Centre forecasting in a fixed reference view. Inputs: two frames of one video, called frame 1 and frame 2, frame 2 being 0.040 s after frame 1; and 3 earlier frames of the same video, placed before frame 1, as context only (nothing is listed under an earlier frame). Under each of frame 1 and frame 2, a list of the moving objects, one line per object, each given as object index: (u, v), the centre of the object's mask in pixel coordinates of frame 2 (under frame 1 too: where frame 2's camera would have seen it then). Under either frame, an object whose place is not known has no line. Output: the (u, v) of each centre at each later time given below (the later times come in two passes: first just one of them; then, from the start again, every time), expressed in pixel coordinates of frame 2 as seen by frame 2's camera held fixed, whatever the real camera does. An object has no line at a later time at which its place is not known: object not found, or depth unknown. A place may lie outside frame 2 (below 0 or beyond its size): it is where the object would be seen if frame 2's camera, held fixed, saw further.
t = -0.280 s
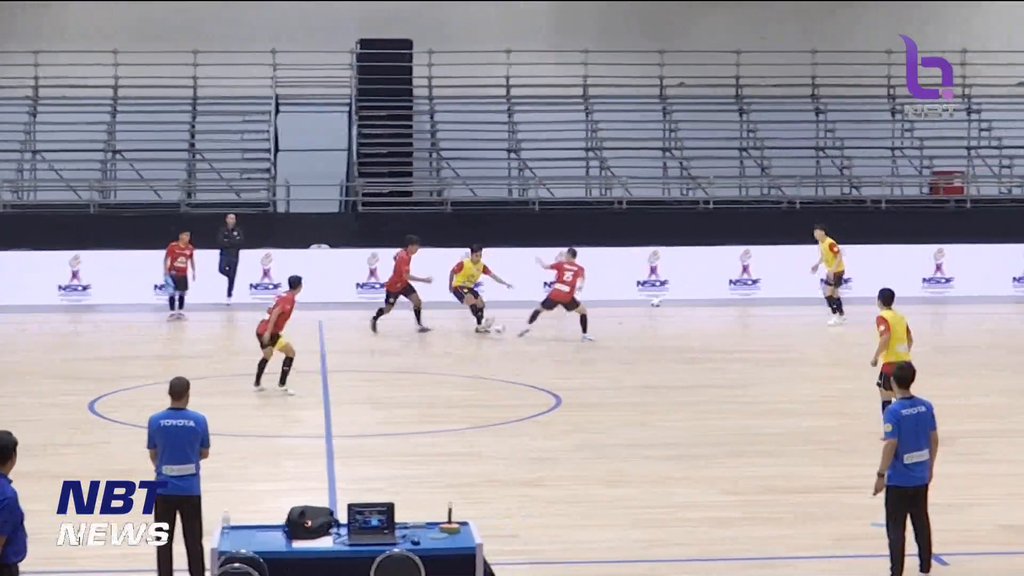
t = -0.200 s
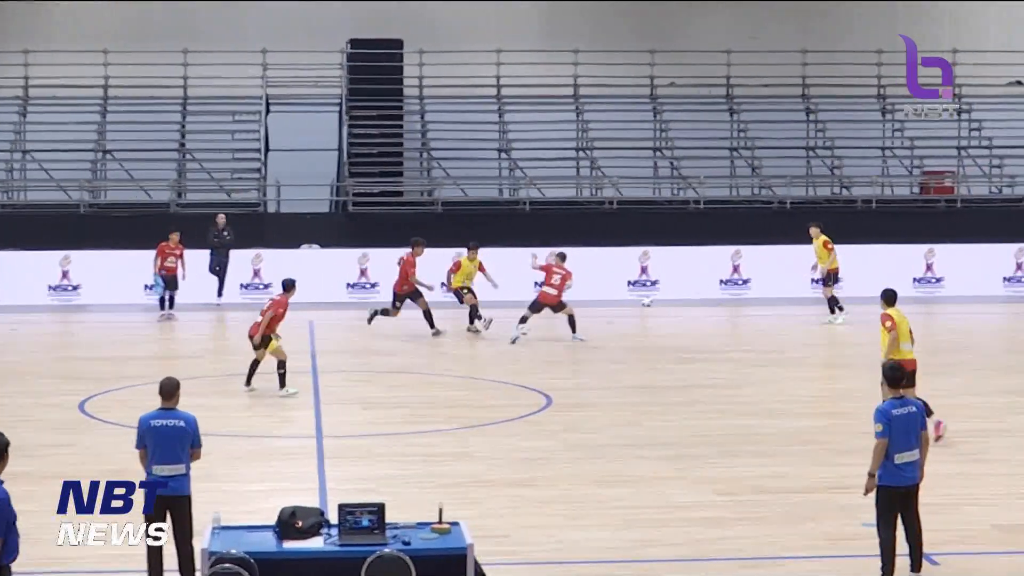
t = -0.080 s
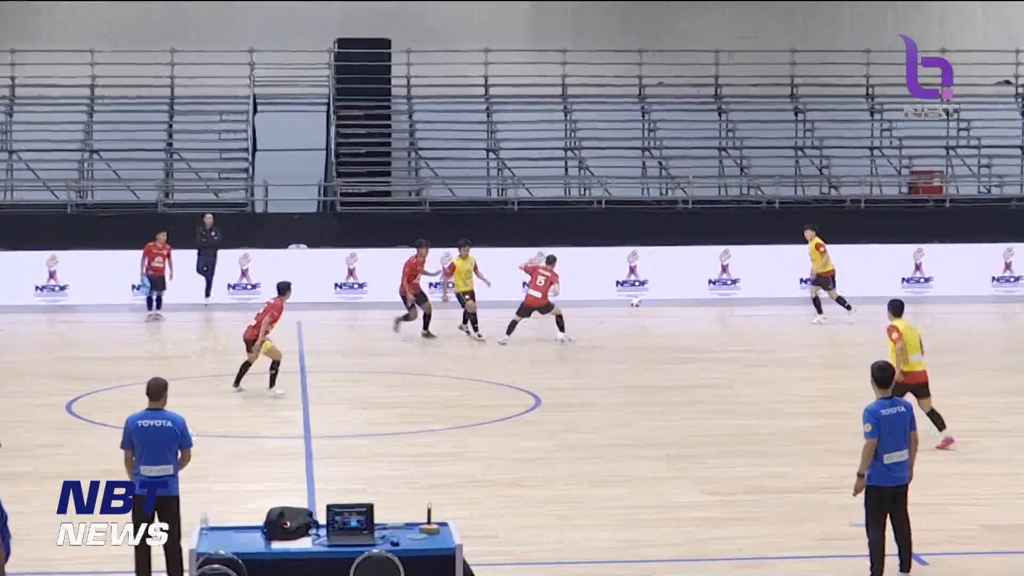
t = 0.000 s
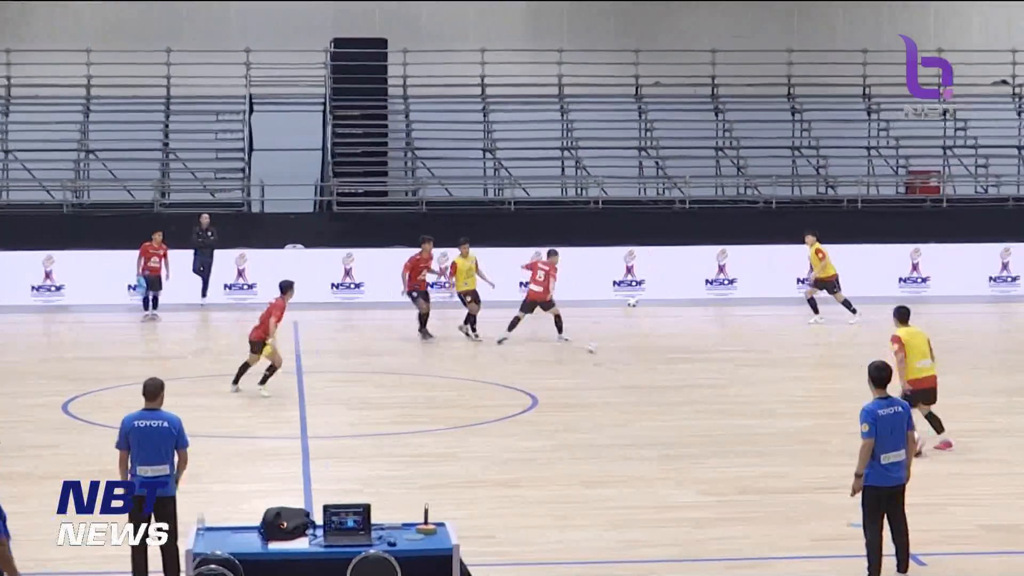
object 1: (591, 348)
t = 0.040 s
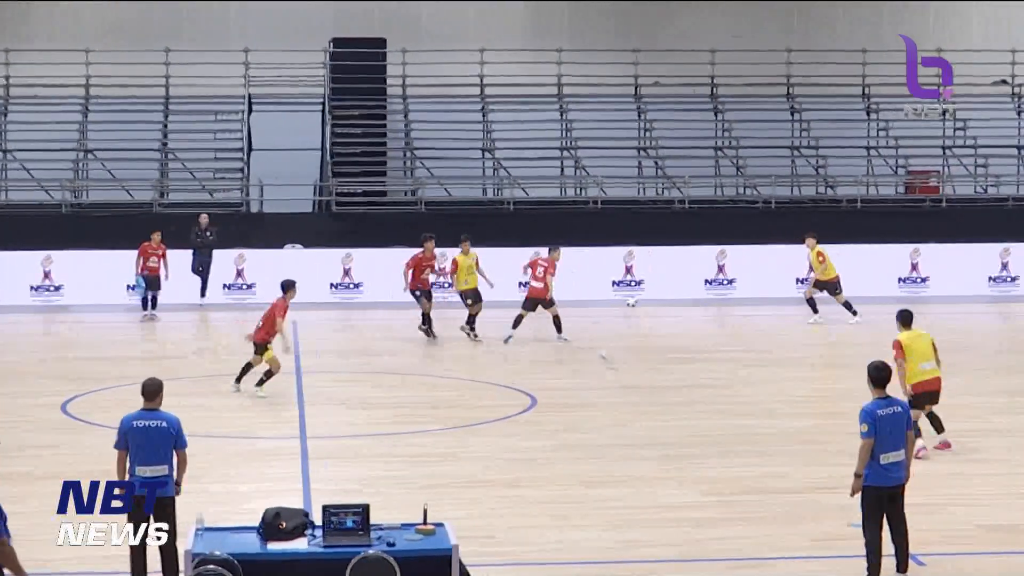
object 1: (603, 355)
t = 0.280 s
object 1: (706, 381)
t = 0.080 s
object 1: (628, 367)
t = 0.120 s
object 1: (643, 367)
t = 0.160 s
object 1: (657, 366)
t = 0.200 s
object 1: (671, 370)
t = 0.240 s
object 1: (688, 375)
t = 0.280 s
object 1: (706, 381)
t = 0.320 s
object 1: (724, 385)
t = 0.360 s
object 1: (738, 387)
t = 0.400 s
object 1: (752, 390)
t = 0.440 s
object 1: (769, 394)
